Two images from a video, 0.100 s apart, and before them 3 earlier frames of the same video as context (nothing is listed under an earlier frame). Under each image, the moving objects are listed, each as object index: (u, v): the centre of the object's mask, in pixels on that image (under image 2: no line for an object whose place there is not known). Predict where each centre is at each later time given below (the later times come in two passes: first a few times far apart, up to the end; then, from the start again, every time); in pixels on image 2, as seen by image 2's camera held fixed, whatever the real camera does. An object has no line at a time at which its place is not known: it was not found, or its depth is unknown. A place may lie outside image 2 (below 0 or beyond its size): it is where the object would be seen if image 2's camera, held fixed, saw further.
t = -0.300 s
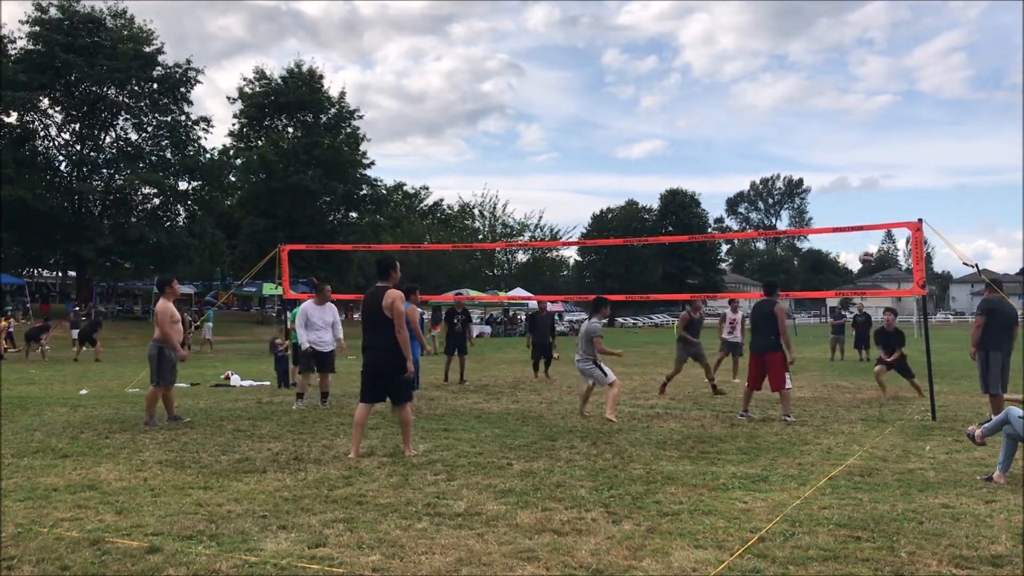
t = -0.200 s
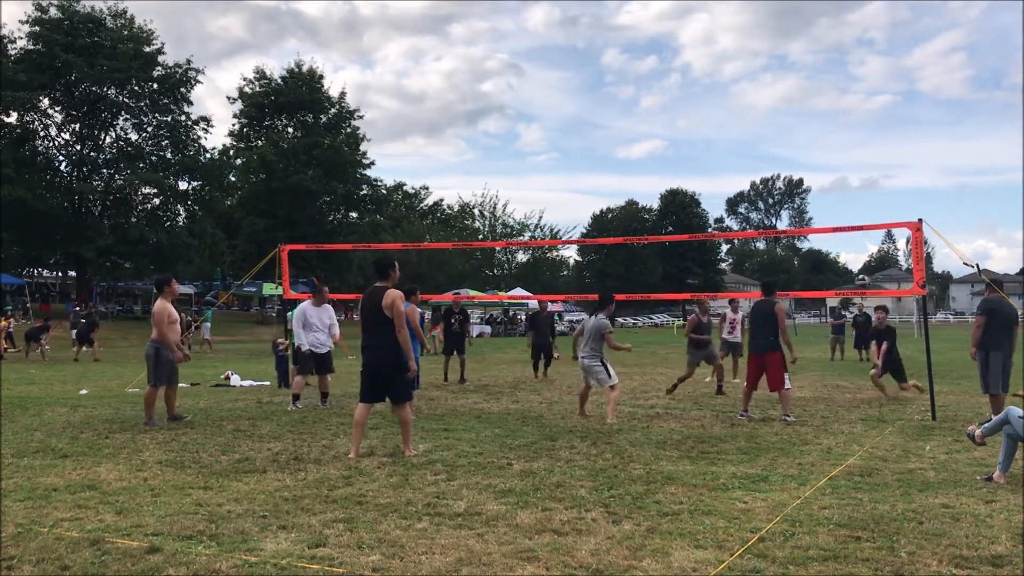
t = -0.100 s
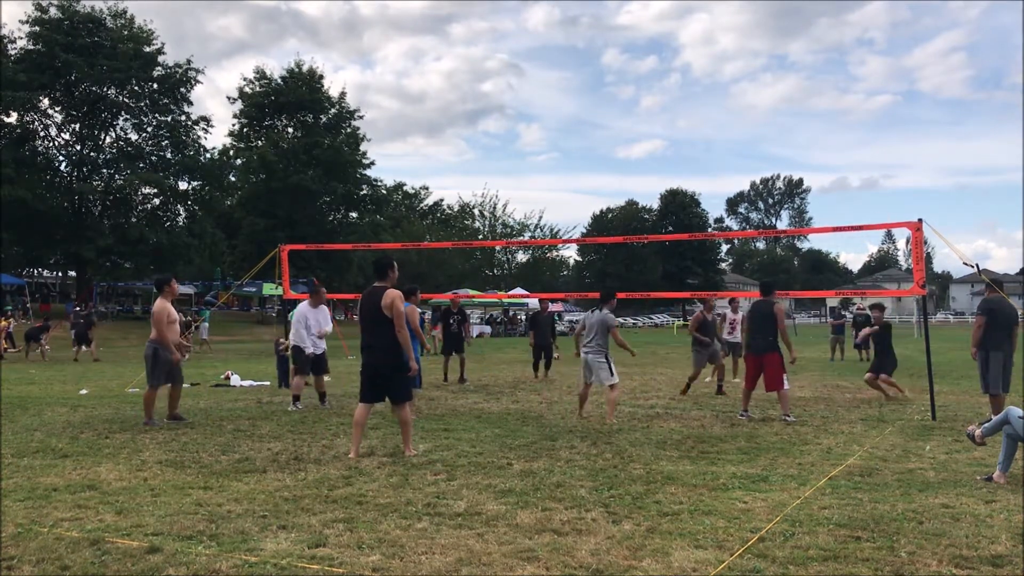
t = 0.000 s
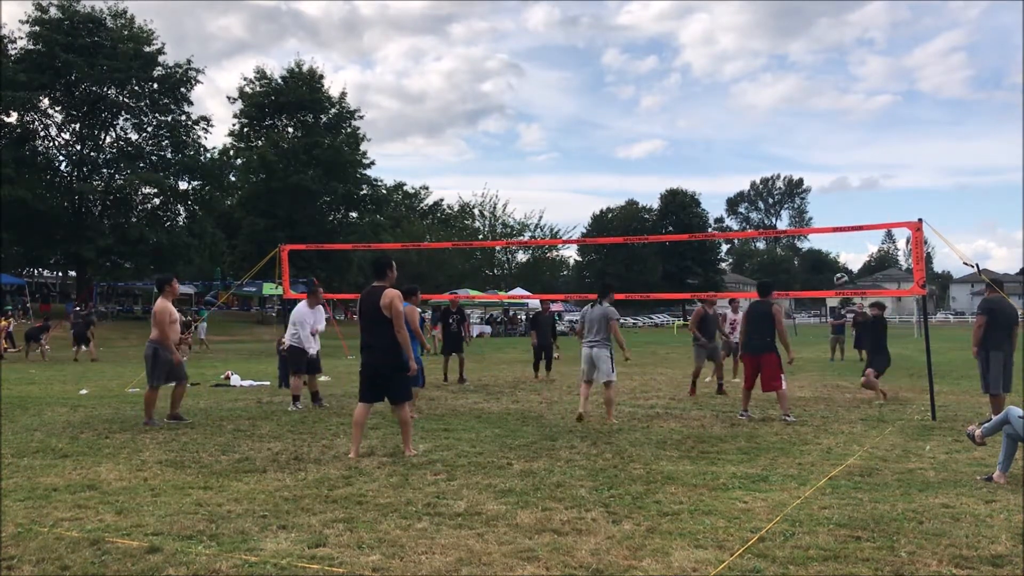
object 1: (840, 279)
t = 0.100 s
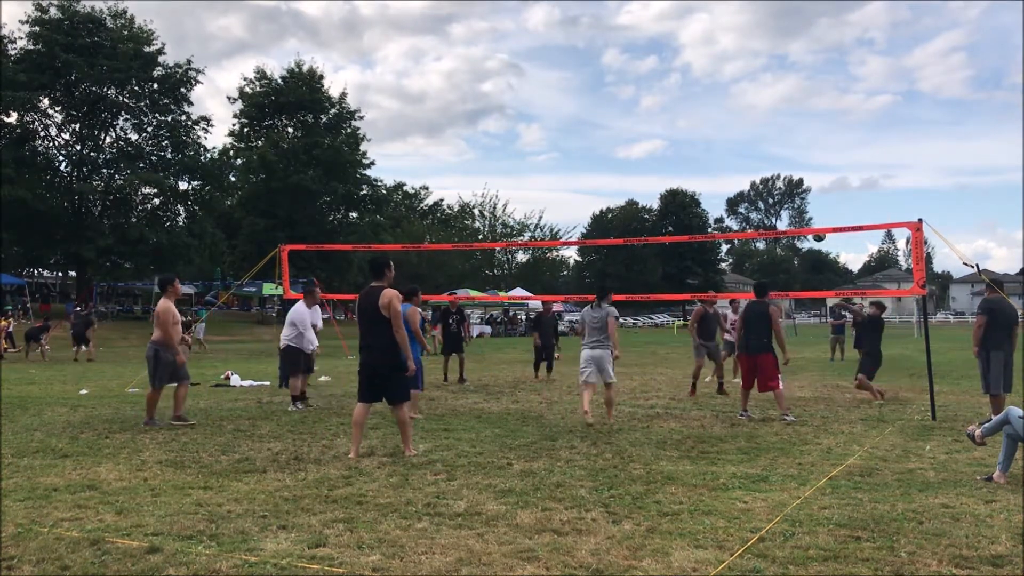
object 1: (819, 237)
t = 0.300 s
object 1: (776, 168)
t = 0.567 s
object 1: (723, 124)
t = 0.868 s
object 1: (666, 129)
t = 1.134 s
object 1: (619, 178)
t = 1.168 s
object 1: (613, 187)
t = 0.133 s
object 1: (811, 222)
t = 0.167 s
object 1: (806, 208)
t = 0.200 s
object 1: (796, 197)
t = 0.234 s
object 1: (790, 186)
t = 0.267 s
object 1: (783, 177)
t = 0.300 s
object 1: (776, 168)
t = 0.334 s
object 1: (769, 160)
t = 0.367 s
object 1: (763, 153)
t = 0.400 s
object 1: (755, 146)
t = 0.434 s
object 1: (749, 140)
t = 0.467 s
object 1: (742, 135)
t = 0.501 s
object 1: (736, 131)
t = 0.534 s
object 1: (729, 127)
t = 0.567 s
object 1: (723, 124)
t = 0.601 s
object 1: (716, 122)
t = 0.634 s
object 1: (710, 121)
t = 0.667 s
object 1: (703, 120)
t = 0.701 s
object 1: (697, 119)
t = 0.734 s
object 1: (691, 120)
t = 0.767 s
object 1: (685, 121)
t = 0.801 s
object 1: (678, 123)
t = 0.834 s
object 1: (672, 126)
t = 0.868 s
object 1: (666, 129)
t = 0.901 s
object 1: (660, 133)
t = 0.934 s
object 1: (654, 137)
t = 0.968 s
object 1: (648, 143)
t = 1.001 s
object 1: (642, 148)
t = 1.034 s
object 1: (636, 155)
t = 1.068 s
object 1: (630, 162)
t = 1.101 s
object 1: (625, 169)
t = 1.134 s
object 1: (619, 178)
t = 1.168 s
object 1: (613, 187)
